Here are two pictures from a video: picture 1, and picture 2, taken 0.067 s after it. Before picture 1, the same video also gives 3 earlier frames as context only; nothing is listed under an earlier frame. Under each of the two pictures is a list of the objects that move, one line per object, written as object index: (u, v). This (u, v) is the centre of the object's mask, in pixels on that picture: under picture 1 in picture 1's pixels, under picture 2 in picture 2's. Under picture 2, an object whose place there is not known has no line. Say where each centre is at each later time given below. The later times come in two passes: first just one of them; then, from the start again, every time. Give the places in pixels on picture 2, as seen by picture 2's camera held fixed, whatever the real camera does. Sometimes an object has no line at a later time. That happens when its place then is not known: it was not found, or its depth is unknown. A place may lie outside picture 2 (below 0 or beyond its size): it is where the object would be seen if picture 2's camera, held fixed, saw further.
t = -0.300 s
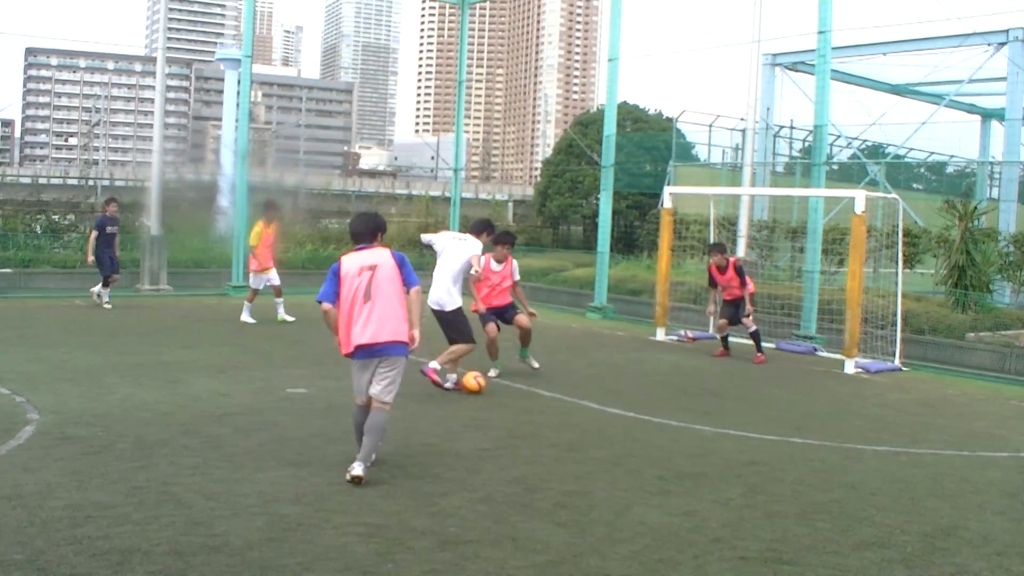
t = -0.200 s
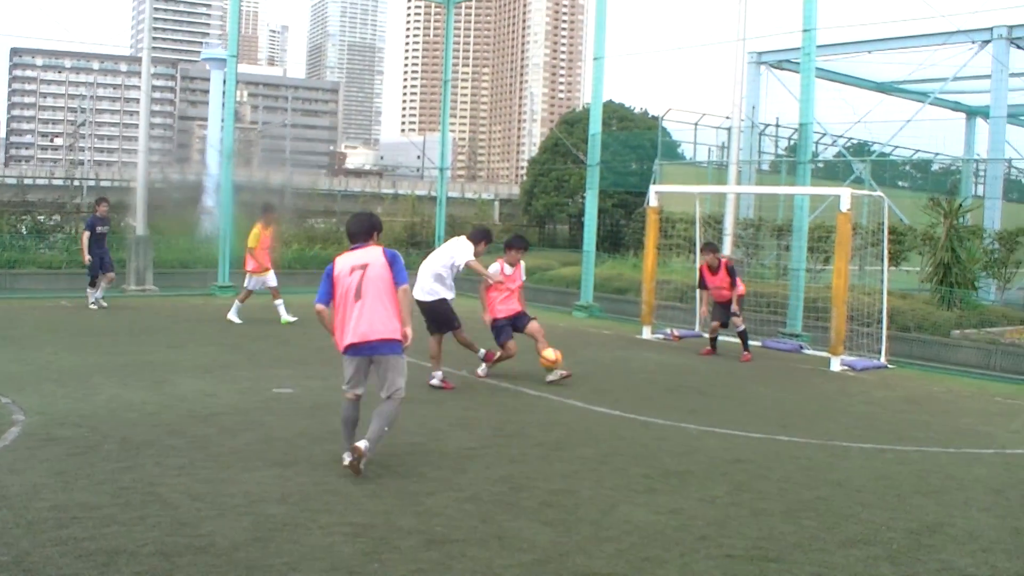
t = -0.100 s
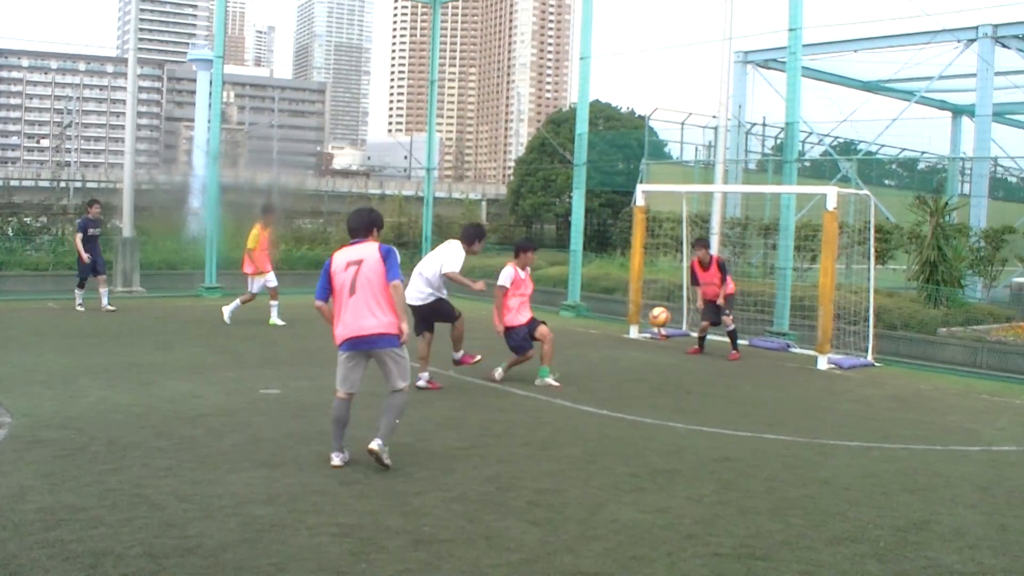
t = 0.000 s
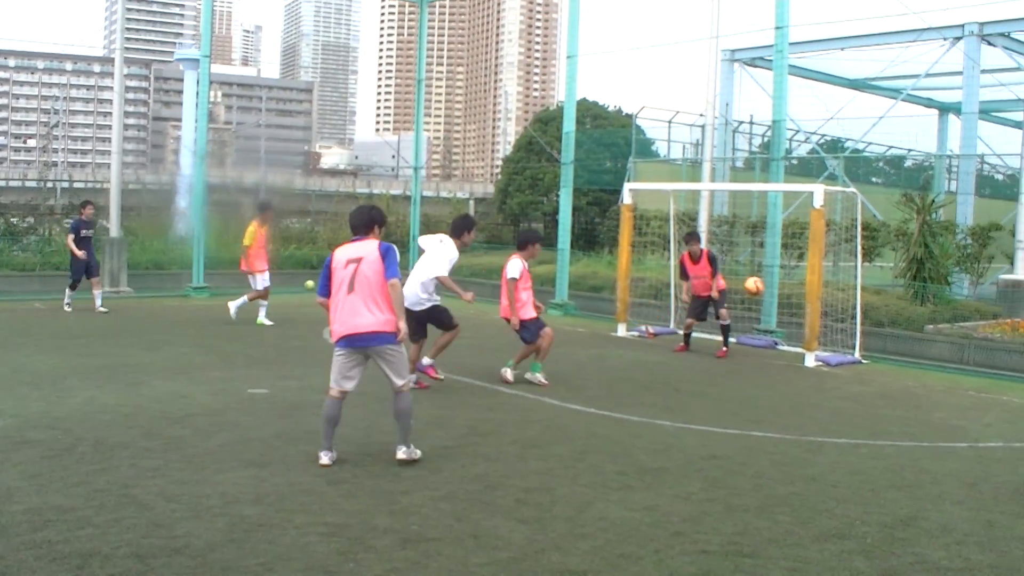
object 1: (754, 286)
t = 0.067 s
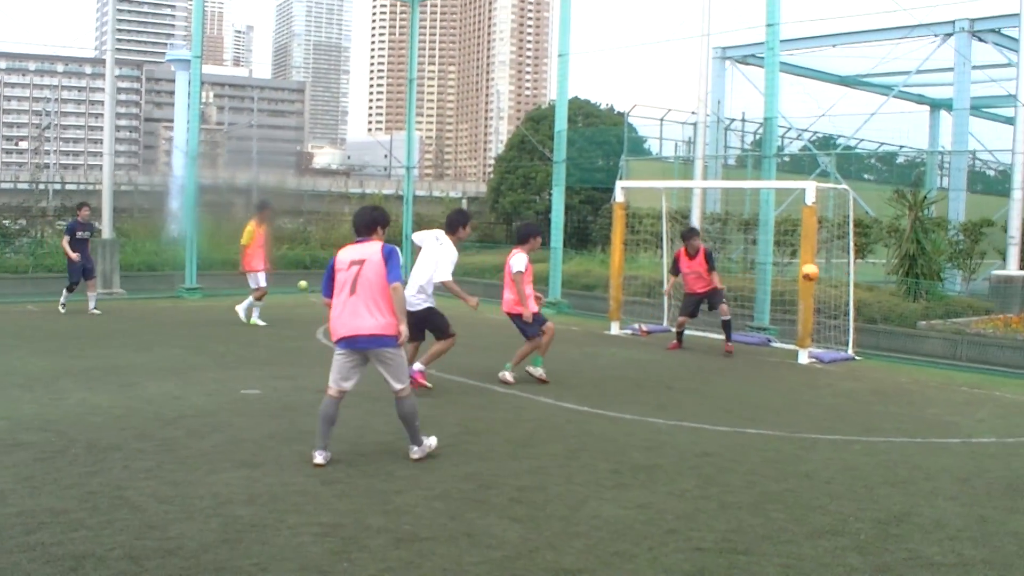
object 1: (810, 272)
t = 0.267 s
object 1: (938, 255)
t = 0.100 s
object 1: (839, 267)
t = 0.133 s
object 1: (865, 265)
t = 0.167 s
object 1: (891, 264)
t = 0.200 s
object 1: (915, 262)
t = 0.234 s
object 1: (929, 258)
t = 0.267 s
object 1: (938, 255)
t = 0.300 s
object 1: (943, 251)
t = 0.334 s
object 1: (945, 250)
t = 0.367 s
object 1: (946, 249)
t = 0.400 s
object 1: (946, 248)
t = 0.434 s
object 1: (946, 248)
